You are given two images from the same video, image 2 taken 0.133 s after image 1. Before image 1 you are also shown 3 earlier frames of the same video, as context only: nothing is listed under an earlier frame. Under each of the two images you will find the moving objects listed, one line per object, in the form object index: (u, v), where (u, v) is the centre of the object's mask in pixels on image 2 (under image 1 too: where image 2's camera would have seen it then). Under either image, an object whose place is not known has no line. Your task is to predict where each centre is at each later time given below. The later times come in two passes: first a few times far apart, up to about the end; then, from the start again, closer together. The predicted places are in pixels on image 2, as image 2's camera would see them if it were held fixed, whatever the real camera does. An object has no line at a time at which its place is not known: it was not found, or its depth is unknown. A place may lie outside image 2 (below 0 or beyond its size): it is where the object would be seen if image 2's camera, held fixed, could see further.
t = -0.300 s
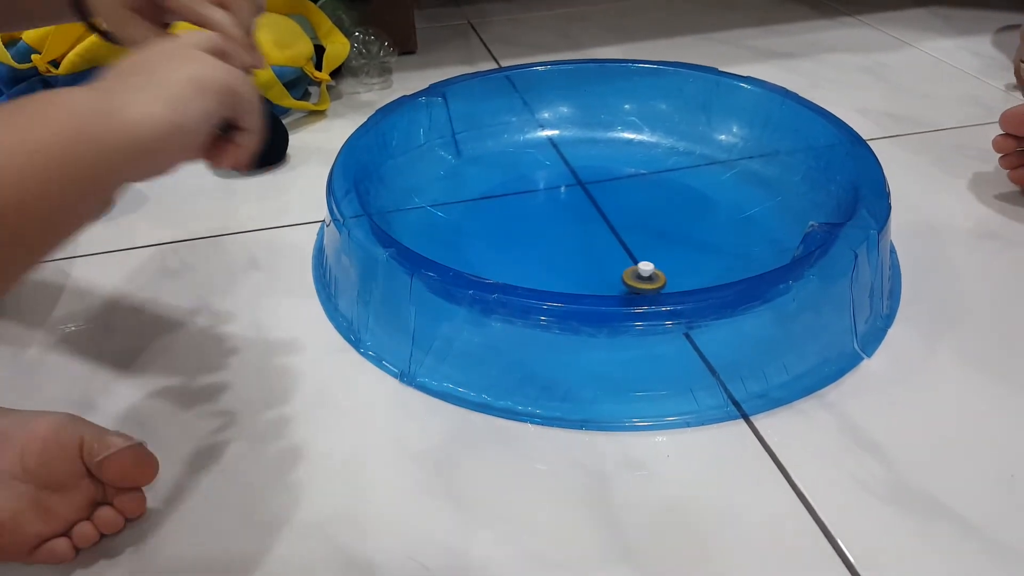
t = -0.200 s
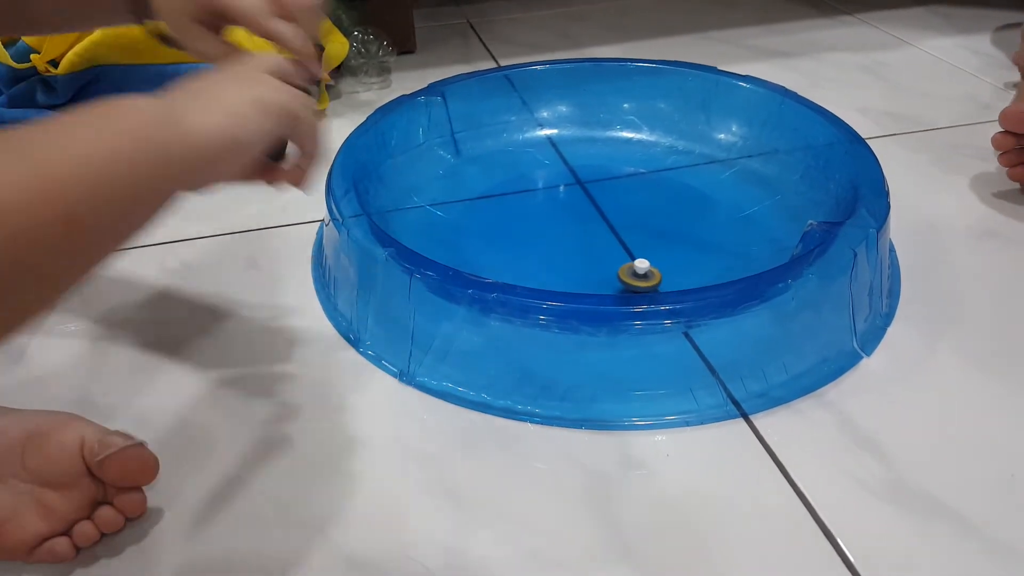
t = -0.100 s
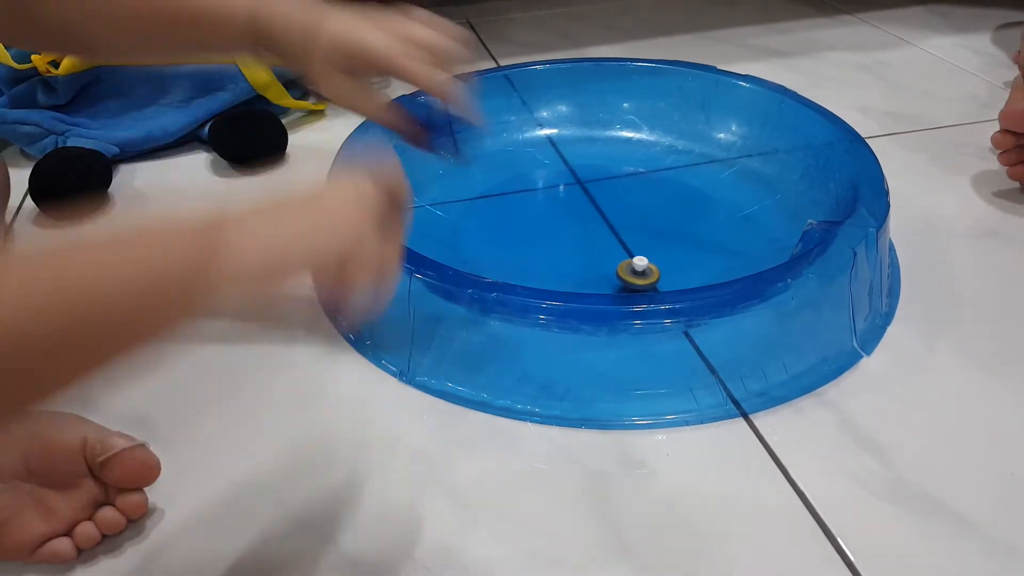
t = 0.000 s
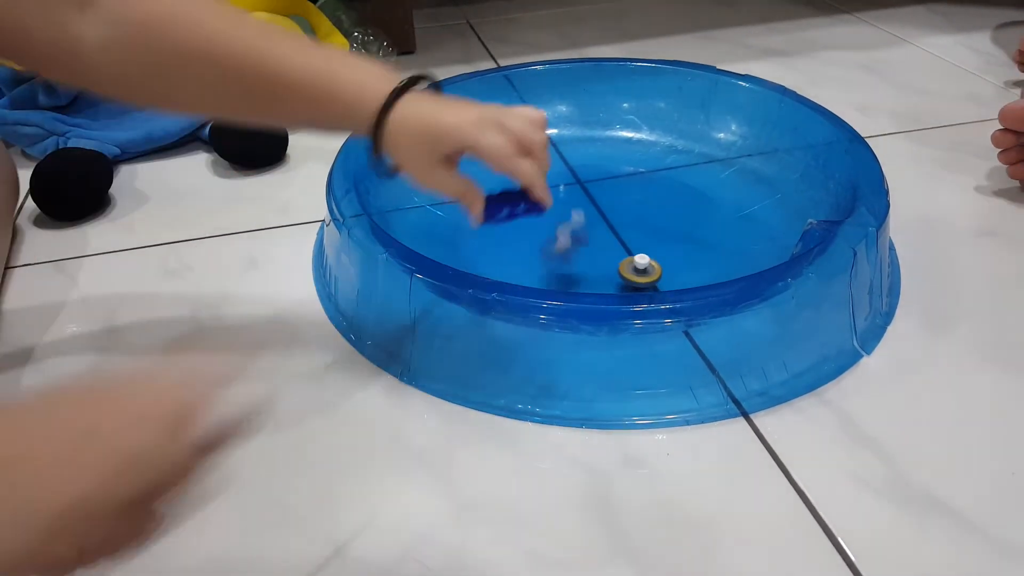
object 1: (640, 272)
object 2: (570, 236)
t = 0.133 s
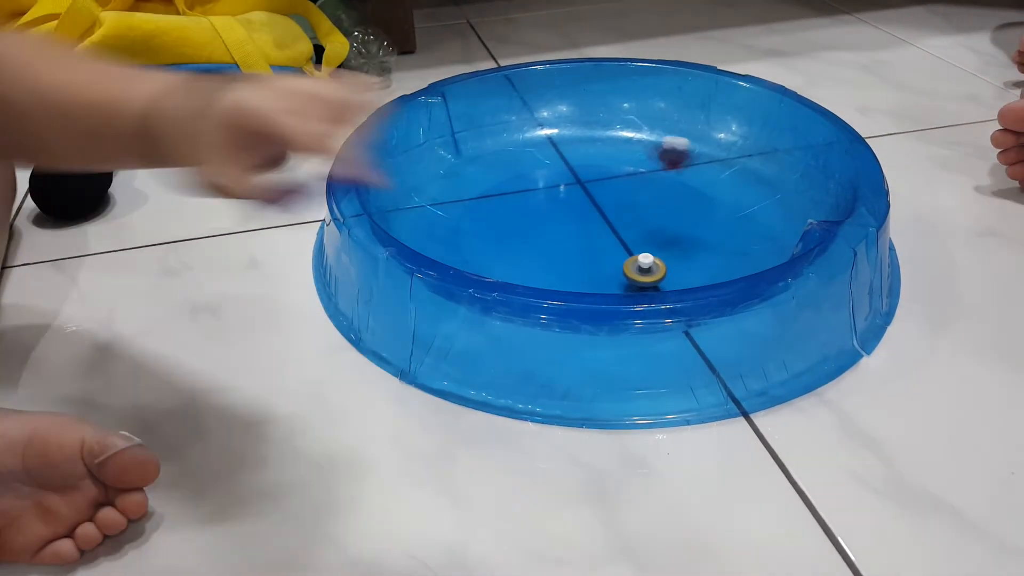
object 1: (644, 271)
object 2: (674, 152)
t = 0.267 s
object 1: (650, 271)
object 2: (758, 170)
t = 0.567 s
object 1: (653, 279)
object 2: (641, 161)
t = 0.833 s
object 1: (643, 281)
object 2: (563, 143)
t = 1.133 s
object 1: (639, 279)
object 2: (519, 136)
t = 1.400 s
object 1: (647, 278)
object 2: (531, 171)
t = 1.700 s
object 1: (654, 281)
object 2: (535, 206)
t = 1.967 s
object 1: (656, 279)
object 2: (482, 233)
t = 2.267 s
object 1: (663, 278)
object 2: (444, 243)
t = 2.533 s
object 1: (676, 277)
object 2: (493, 239)
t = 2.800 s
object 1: (677, 275)
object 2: (555, 235)
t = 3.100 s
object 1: (687, 273)
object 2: (608, 272)
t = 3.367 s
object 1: (689, 271)
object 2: (634, 287)
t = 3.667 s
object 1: (691, 271)
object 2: (636, 276)
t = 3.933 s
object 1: (691, 271)
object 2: (643, 242)
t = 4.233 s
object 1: (692, 271)
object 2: (698, 232)
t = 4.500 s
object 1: (695, 271)
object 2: (750, 240)
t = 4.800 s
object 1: (692, 271)
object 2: (712, 233)
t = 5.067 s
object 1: (695, 271)
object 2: (676, 215)
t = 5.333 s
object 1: (693, 272)
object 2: (698, 200)
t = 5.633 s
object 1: (693, 271)
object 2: (739, 197)
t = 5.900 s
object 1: (692, 272)
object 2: (707, 203)
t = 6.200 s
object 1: (693, 272)
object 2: (671, 195)
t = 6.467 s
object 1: (694, 271)
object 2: (689, 184)
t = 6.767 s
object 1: (693, 272)
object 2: (715, 182)
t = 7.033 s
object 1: (693, 272)
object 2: (691, 194)
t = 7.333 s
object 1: (694, 271)
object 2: (674, 187)
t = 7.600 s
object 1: (694, 271)
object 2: (704, 181)
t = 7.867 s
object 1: (694, 271)
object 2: (705, 182)
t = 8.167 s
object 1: (694, 271)
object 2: (678, 182)
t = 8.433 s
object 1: (694, 271)
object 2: (690, 173)
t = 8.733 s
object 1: (693, 271)
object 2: (687, 175)
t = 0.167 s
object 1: (646, 271)
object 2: (696, 161)
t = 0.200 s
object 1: (647, 271)
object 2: (716, 183)
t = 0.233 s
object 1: (648, 271)
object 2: (741, 180)
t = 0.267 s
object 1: (650, 271)
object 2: (758, 170)
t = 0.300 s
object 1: (651, 272)
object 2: (763, 150)
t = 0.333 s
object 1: (652, 274)
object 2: (759, 137)
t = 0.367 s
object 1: (652, 274)
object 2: (755, 134)
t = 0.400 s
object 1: (653, 275)
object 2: (748, 140)
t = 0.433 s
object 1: (653, 276)
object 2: (734, 147)
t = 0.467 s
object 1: (653, 277)
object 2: (713, 143)
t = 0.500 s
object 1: (654, 278)
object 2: (686, 150)
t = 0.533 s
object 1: (653, 278)
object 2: (658, 165)
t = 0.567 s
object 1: (653, 279)
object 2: (641, 161)
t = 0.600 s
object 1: (652, 279)
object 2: (623, 165)
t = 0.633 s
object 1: (651, 280)
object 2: (610, 163)
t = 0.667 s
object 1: (650, 280)
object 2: (599, 160)
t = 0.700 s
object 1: (649, 280)
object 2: (591, 157)
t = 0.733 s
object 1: (647, 281)
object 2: (584, 154)
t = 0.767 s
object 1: (646, 281)
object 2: (577, 151)
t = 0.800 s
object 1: (645, 281)
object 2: (570, 148)
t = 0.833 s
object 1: (643, 281)
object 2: (563, 143)
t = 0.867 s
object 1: (642, 281)
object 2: (556, 139)
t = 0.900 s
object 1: (641, 281)
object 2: (549, 135)
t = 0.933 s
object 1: (640, 281)
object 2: (541, 132)
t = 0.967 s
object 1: (639, 280)
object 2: (535, 129)
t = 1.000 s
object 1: (639, 280)
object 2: (528, 128)
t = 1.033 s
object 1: (638, 280)
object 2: (523, 129)
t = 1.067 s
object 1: (638, 280)
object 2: (521, 131)
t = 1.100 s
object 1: (639, 279)
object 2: (519, 134)
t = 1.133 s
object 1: (639, 279)
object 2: (519, 136)
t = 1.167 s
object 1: (640, 278)
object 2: (518, 139)
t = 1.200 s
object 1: (640, 278)
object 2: (518, 143)
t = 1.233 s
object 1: (641, 278)
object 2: (518, 147)
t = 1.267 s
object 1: (642, 278)
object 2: (519, 155)
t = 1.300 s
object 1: (644, 278)
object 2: (519, 161)
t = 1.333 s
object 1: (645, 278)
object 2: (522, 164)
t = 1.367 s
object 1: (646, 278)
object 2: (527, 167)
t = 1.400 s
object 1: (647, 278)
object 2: (531, 171)
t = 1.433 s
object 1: (649, 278)
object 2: (535, 175)
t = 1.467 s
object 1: (649, 279)
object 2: (539, 178)
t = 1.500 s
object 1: (650, 279)
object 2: (542, 182)
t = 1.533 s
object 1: (651, 280)
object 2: (543, 186)
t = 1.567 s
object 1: (652, 280)
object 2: (543, 190)
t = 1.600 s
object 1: (652, 281)
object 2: (543, 194)
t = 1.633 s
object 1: (652, 281)
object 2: (541, 198)
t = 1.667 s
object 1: (652, 281)
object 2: (539, 202)
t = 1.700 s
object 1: (654, 281)
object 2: (535, 206)
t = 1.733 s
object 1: (656, 281)
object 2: (531, 210)
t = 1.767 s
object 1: (657, 280)
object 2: (526, 214)
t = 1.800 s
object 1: (658, 280)
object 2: (521, 218)
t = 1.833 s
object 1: (658, 280)
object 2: (515, 222)
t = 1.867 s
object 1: (657, 280)
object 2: (508, 225)
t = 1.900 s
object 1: (657, 279)
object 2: (500, 228)
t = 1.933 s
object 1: (656, 279)
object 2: (491, 230)
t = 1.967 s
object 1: (656, 279)
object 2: (482, 233)
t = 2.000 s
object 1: (656, 279)
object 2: (472, 235)
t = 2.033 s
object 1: (657, 278)
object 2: (462, 237)
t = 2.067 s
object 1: (657, 278)
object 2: (454, 238)
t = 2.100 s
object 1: (658, 278)
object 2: (449, 239)
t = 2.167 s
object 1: (659, 278)
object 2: (443, 241)
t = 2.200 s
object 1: (661, 278)
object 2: (443, 242)
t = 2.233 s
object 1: (662, 278)
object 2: (444, 243)
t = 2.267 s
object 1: (663, 278)
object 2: (444, 243)
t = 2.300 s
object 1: (664, 279)
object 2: (445, 244)
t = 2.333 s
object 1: (665, 279)
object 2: (448, 245)
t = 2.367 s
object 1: (666, 279)
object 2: (452, 246)
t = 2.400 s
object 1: (667, 279)
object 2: (459, 246)
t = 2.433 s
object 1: (670, 278)
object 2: (469, 247)
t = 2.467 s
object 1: (672, 278)
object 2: (477, 246)
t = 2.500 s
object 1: (674, 277)
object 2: (485, 242)
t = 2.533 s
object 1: (676, 277)
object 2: (493, 239)
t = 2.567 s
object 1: (677, 276)
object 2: (501, 236)
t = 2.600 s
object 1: (677, 276)
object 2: (509, 234)
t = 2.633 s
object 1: (676, 276)
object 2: (517, 233)
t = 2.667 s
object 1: (676, 276)
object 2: (524, 232)
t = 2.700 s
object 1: (676, 276)
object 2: (532, 232)
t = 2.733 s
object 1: (676, 275)
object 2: (540, 232)
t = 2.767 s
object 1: (677, 275)
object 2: (547, 234)
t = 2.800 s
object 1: (677, 275)
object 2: (555, 235)
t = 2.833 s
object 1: (677, 275)
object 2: (563, 238)
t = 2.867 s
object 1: (678, 275)
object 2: (570, 241)
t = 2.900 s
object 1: (679, 275)
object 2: (576, 244)
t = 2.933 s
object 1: (680, 275)
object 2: (582, 248)
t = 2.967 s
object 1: (681, 275)
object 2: (588, 252)
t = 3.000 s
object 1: (682, 275)
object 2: (594, 257)
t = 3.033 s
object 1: (684, 274)
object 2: (599, 262)
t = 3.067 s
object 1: (686, 274)
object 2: (604, 266)
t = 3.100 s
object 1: (687, 273)
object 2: (608, 272)
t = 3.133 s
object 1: (689, 272)
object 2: (612, 276)
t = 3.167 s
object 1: (691, 272)
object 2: (615, 280)
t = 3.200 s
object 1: (691, 272)
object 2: (617, 283)
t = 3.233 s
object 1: (689, 272)
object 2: (621, 285)
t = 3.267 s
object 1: (689, 272)
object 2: (626, 286)
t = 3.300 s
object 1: (689, 272)
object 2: (631, 287)
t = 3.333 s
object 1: (689, 272)
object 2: (634, 288)
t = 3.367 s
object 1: (689, 271)
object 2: (634, 287)
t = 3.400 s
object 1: (689, 271)
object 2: (635, 287)
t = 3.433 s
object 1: (690, 271)
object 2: (636, 287)
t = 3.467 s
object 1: (690, 271)
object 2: (637, 287)
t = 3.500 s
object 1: (690, 271)
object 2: (637, 287)
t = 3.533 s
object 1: (690, 272)
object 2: (637, 285)
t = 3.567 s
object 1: (691, 272)
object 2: (638, 284)
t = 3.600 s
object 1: (691, 272)
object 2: (639, 282)
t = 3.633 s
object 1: (691, 272)
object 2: (639, 279)
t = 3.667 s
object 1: (691, 271)
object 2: (636, 276)
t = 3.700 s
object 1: (693, 271)
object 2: (635, 273)
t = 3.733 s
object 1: (693, 271)
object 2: (634, 267)
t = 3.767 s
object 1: (693, 271)
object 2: (633, 262)
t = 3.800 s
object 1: (693, 271)
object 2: (634, 257)
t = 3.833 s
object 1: (692, 271)
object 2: (635, 253)
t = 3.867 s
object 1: (692, 271)
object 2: (637, 248)
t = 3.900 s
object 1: (691, 271)
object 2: (640, 245)
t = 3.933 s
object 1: (691, 271)
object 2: (643, 242)
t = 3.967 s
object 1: (690, 271)
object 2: (648, 238)
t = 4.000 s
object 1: (690, 271)
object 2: (653, 235)
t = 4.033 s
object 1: (690, 271)
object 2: (657, 233)
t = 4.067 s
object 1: (690, 270)
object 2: (663, 232)
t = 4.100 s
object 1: (690, 270)
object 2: (669, 231)
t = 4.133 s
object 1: (691, 270)
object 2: (675, 231)
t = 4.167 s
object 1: (691, 270)
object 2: (682, 231)
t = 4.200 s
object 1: (691, 271)
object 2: (690, 231)
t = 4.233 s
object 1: (692, 271)
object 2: (698, 232)
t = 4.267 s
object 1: (692, 271)
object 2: (706, 234)
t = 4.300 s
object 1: (693, 271)
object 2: (715, 236)
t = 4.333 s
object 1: (693, 272)
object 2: (724, 239)
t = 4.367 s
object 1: (693, 272)
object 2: (733, 242)
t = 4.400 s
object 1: (694, 271)
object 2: (739, 242)
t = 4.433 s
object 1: (695, 270)
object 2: (745, 241)
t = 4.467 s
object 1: (695, 270)
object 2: (749, 240)
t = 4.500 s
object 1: (695, 271)
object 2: (750, 240)
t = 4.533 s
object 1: (694, 270)
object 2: (750, 239)
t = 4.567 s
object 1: (694, 270)
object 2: (750, 238)
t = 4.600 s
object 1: (693, 271)
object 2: (749, 238)
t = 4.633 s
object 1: (692, 271)
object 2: (747, 237)
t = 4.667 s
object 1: (692, 271)
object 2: (742, 237)
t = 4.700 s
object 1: (692, 271)
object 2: (735, 237)
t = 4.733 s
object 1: (692, 271)
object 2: (728, 237)
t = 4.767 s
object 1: (692, 271)
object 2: (720, 235)
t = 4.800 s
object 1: (692, 271)
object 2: (712, 233)
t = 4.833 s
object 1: (692, 271)
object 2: (704, 231)
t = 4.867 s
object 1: (693, 272)
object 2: (697, 229)
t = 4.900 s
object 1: (692, 272)
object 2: (691, 228)
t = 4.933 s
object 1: (693, 272)
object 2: (686, 225)
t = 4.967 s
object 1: (693, 272)
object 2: (682, 222)
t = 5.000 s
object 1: (694, 271)
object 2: (679, 220)
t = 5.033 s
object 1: (694, 271)
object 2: (677, 217)
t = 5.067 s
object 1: (695, 271)
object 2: (676, 215)
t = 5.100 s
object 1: (694, 271)
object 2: (675, 212)
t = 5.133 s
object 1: (694, 271)
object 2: (676, 210)
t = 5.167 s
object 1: (694, 271)
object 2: (678, 208)
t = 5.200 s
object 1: (694, 271)
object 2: (681, 206)
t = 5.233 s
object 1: (694, 271)
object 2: (684, 204)
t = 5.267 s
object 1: (694, 271)
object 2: (687, 202)
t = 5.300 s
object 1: (693, 272)
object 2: (692, 201)
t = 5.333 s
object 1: (693, 272)
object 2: (698, 200)
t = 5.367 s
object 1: (694, 272)
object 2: (703, 200)
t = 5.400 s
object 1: (693, 272)
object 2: (710, 199)
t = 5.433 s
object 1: (693, 272)
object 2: (717, 199)
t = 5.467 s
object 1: (693, 272)
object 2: (724, 199)
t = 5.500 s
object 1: (694, 272)
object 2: (731, 200)
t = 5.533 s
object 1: (694, 271)
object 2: (736, 199)
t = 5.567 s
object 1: (694, 271)
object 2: (739, 198)
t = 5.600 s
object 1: (694, 272)
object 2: (739, 198)
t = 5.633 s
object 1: (693, 271)
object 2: (739, 197)
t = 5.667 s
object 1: (693, 272)
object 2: (738, 196)
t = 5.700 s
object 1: (693, 272)
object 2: (737, 196)
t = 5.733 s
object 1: (693, 272)
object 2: (733, 197)
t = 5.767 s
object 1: (693, 272)
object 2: (728, 198)
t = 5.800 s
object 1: (692, 272)
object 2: (723, 200)
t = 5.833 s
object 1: (693, 272)
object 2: (718, 201)
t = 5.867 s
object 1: (693, 272)
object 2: (712, 202)
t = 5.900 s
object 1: (692, 272)
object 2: (707, 203)
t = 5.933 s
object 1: (693, 272)
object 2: (700, 203)
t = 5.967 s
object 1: (694, 271)
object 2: (694, 203)
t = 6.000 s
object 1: (694, 272)
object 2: (689, 203)
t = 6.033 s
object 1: (693, 272)
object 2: (684, 202)
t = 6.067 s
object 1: (693, 271)
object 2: (680, 201)
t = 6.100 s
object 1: (694, 272)
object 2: (676, 200)
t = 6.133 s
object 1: (693, 272)
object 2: (674, 199)
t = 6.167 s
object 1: (693, 272)
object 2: (672, 197)
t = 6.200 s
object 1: (693, 272)
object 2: (671, 195)
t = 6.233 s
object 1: (693, 272)
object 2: (671, 194)
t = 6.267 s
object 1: (692, 272)
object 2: (671, 192)
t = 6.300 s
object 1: (693, 272)
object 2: (672, 191)
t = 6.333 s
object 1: (694, 272)
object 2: (674, 189)
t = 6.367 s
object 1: (693, 272)
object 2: (676, 188)
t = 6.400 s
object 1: (693, 272)
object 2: (680, 187)
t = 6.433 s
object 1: (694, 271)
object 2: (684, 185)
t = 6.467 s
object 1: (694, 271)
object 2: (689, 184)
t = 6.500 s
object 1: (693, 272)
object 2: (694, 184)
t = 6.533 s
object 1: (693, 271)
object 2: (700, 183)
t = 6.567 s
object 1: (694, 271)
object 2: (706, 183)
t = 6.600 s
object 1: (694, 272)
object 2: (712, 183)
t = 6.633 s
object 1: (693, 272)
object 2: (717, 182)
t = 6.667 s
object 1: (693, 271)
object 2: (719, 181)
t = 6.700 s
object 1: (694, 272)
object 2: (719, 182)
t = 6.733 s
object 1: (694, 272)
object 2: (717, 182)
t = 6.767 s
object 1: (693, 272)
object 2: (715, 182)
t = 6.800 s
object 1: (694, 271)
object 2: (713, 183)
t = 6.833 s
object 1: (694, 272)
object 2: (711, 185)
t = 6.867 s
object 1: (694, 272)
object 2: (710, 187)
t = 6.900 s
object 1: (693, 271)
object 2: (707, 189)
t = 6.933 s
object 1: (694, 271)
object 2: (703, 191)
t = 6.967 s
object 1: (694, 271)
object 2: (699, 192)
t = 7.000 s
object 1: (693, 272)
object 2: (695, 193)
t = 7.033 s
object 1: (693, 272)
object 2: (691, 194)
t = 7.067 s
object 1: (694, 271)
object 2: (688, 194)
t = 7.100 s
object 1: (694, 271)
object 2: (684, 194)
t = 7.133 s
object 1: (693, 272)
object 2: (681, 194)
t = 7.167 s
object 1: (693, 271)
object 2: (678, 193)
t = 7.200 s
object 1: (694, 271)
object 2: (676, 192)
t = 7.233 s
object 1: (694, 271)
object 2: (674, 191)
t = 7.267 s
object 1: (694, 271)
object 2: (673, 190)
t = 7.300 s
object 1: (693, 271)
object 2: (673, 189)
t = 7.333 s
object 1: (694, 271)
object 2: (674, 187)
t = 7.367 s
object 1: (694, 271)
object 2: (675, 186)
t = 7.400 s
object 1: (694, 272)
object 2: (677, 185)
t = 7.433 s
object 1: (693, 271)
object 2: (680, 184)
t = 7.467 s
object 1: (694, 271)
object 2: (684, 183)
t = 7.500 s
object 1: (694, 271)
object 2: (688, 182)
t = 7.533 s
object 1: (694, 272)
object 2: (693, 181)
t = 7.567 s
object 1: (693, 271)
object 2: (699, 181)
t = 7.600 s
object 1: (694, 271)
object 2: (704, 181)
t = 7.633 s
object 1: (695, 271)
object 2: (710, 181)
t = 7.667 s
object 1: (694, 271)
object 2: (713, 180)
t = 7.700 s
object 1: (693, 271)
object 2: (714, 178)
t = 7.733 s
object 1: (694, 271)
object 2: (714, 178)
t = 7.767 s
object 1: (694, 271)
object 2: (711, 178)
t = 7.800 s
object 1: (693, 272)
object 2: (710, 179)
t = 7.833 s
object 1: (693, 271)
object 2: (707, 181)
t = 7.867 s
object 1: (694, 271)
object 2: (705, 182)
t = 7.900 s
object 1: (694, 271)
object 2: (703, 183)
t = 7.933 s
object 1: (694, 272)
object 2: (699, 185)
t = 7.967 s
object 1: (693, 272)
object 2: (696, 185)
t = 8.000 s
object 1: (693, 271)
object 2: (692, 185)
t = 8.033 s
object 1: (694, 271)
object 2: (688, 186)
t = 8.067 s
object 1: (694, 272)
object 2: (685, 185)
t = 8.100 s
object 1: (693, 272)
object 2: (682, 184)
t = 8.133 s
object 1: (693, 271)
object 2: (679, 183)
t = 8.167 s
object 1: (694, 271)
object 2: (678, 182)
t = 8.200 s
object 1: (694, 272)
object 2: (677, 181)
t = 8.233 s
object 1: (693, 272)
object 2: (676, 179)
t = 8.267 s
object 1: (693, 271)
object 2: (677, 178)
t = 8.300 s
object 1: (694, 271)
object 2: (678, 177)
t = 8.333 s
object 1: (694, 271)
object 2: (680, 176)
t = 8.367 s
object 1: (693, 272)
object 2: (682, 174)
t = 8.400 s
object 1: (693, 271)
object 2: (686, 174)
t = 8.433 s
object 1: (694, 271)
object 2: (690, 173)
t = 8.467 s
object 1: (694, 271)
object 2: (695, 173)
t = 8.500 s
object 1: (694, 272)
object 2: (697, 171)
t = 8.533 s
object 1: (693, 271)
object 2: (697, 170)
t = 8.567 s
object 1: (693, 271)
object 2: (697, 170)
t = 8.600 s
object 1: (694, 271)
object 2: (695, 169)
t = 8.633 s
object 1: (694, 271)
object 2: (693, 170)
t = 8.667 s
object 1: (693, 271)
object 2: (691, 172)
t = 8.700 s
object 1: (693, 271)
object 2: (689, 173)
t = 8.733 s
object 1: (693, 271)
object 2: (687, 175)
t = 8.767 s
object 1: (694, 271)
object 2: (685, 176)
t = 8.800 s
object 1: (694, 271)
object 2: (682, 177)
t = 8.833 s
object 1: (693, 271)
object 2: (679, 177)
